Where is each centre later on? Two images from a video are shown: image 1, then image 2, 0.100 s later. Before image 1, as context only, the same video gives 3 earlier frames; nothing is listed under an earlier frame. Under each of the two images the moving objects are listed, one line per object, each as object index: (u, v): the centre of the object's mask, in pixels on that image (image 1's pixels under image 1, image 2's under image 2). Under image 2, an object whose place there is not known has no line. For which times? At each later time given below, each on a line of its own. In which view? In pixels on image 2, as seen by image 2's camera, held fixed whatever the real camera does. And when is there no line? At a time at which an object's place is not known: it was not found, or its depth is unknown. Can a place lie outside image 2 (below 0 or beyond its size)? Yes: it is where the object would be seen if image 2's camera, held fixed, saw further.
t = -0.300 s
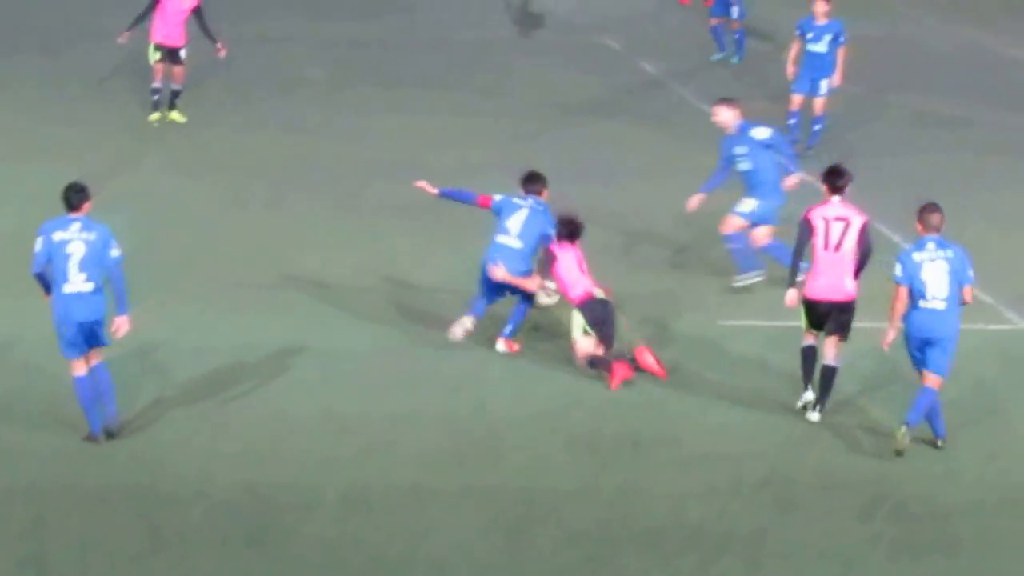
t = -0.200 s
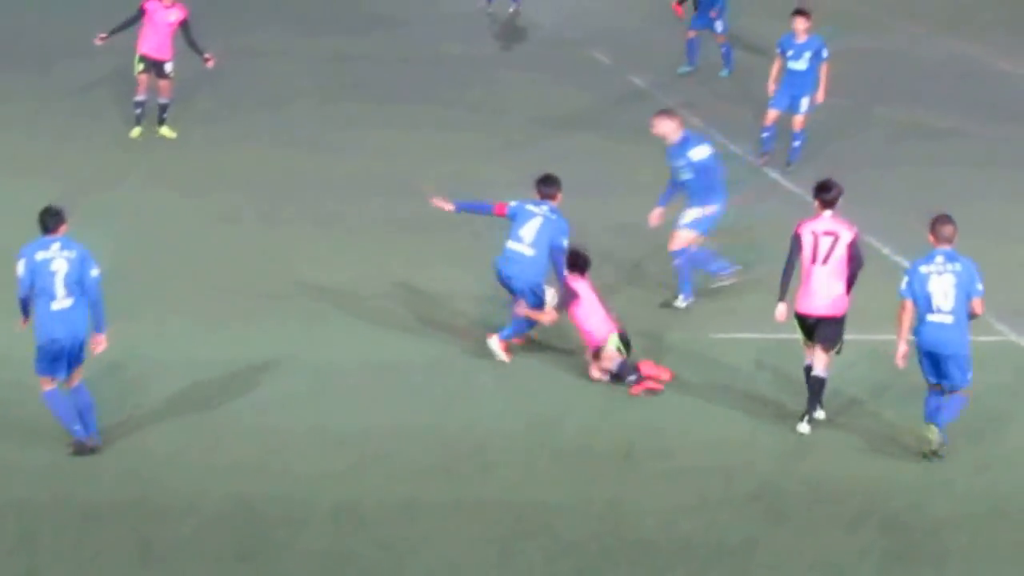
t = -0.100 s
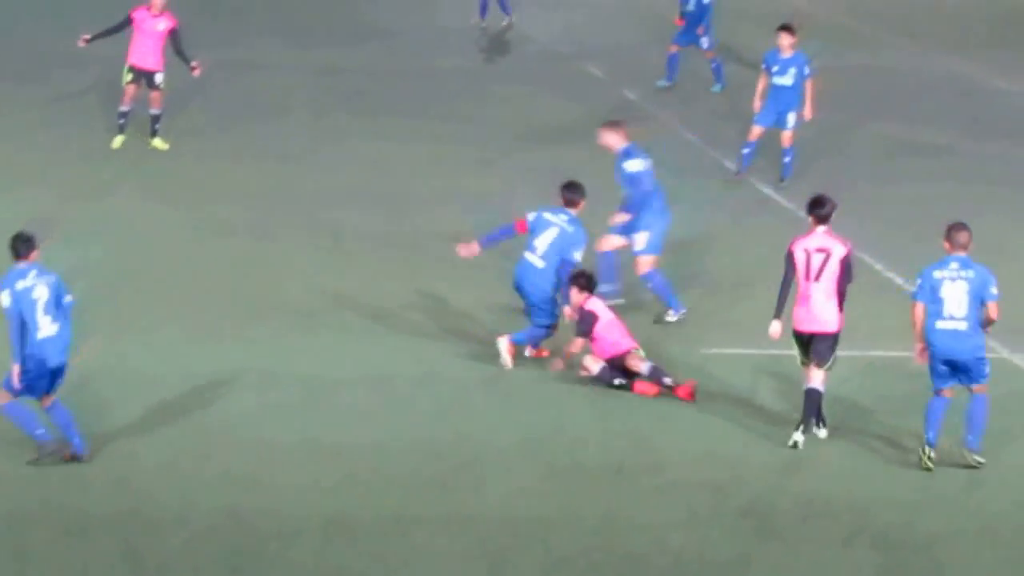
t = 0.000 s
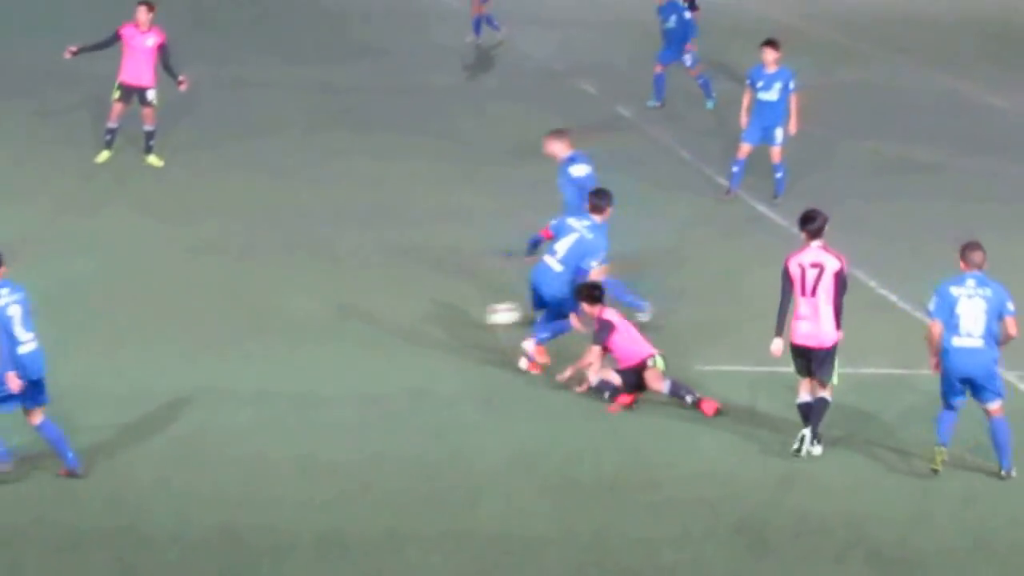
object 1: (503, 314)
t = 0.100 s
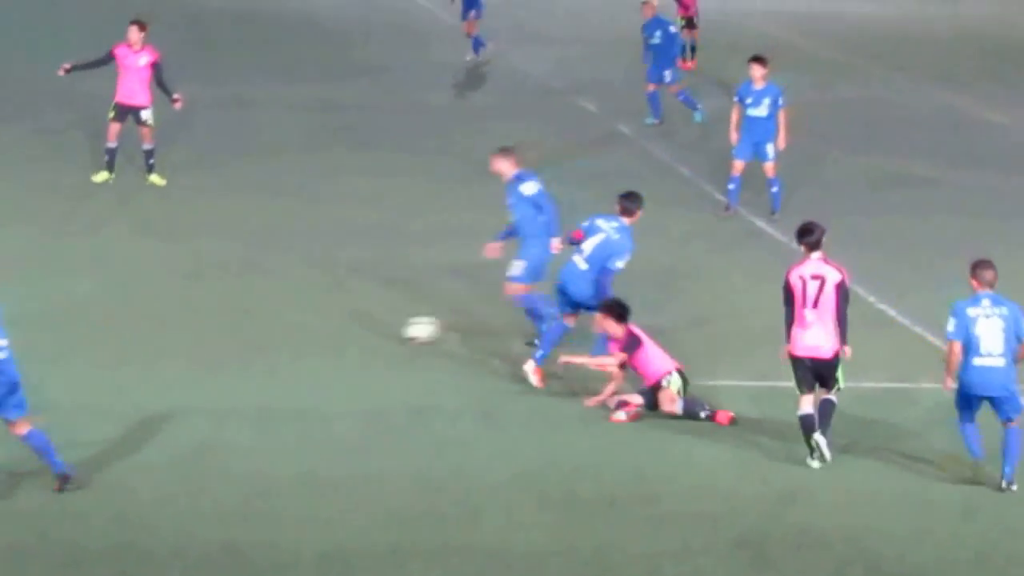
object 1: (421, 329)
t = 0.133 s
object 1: (397, 329)
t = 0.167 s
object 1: (371, 328)
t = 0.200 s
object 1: (347, 329)
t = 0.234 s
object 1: (325, 327)
